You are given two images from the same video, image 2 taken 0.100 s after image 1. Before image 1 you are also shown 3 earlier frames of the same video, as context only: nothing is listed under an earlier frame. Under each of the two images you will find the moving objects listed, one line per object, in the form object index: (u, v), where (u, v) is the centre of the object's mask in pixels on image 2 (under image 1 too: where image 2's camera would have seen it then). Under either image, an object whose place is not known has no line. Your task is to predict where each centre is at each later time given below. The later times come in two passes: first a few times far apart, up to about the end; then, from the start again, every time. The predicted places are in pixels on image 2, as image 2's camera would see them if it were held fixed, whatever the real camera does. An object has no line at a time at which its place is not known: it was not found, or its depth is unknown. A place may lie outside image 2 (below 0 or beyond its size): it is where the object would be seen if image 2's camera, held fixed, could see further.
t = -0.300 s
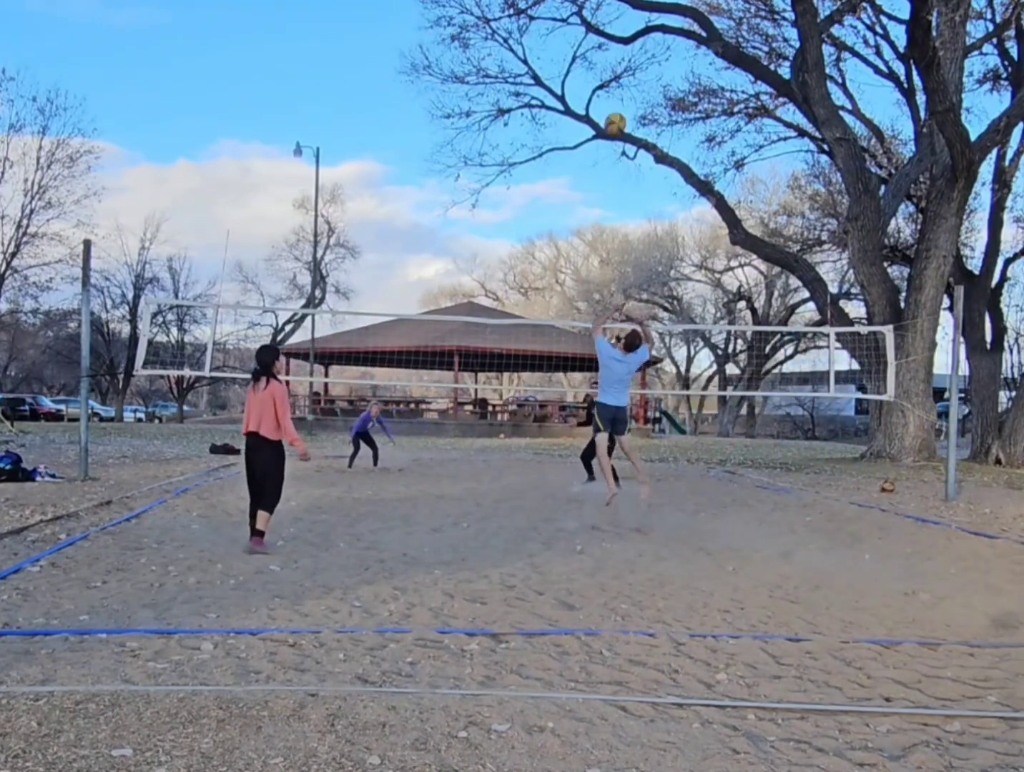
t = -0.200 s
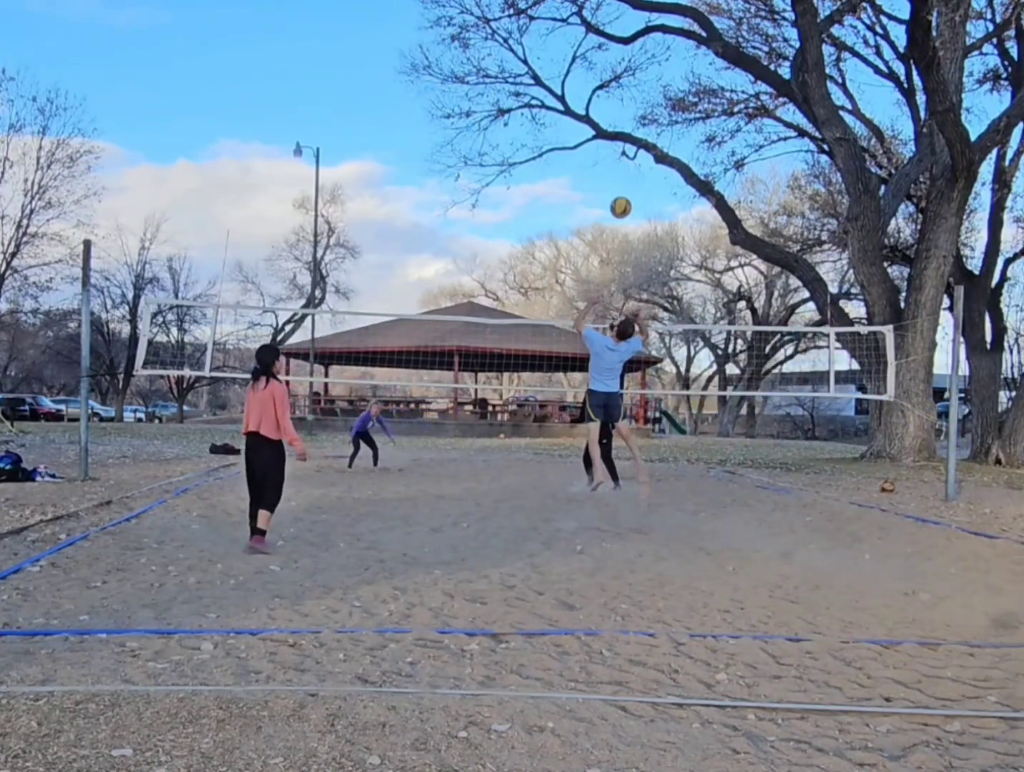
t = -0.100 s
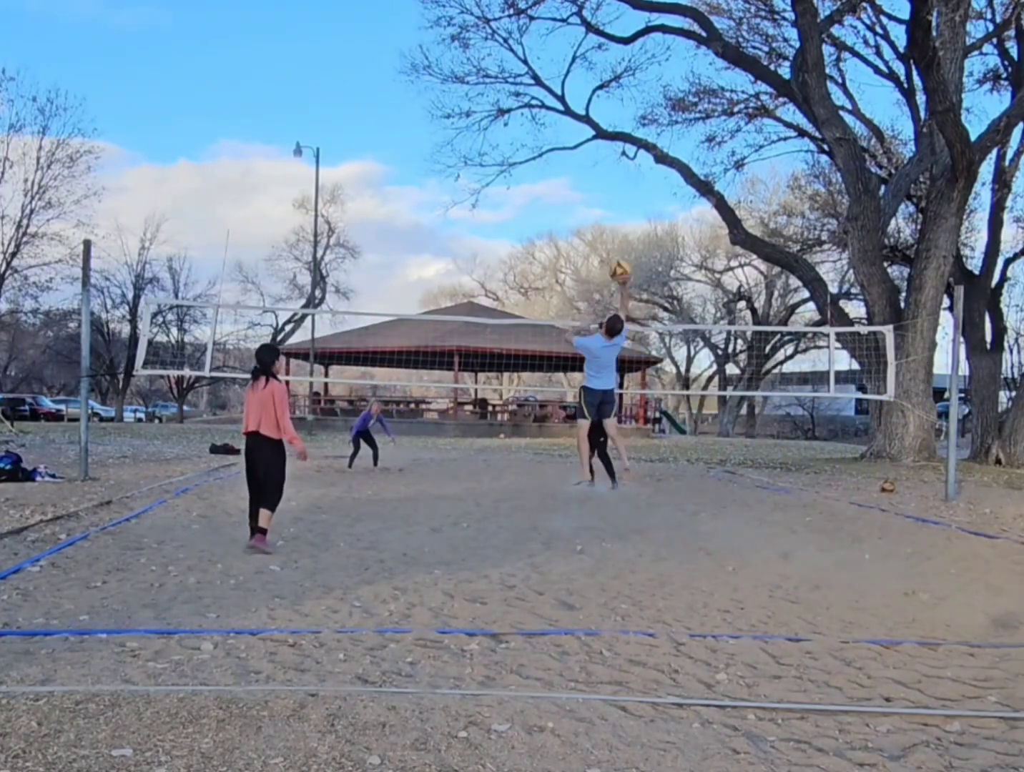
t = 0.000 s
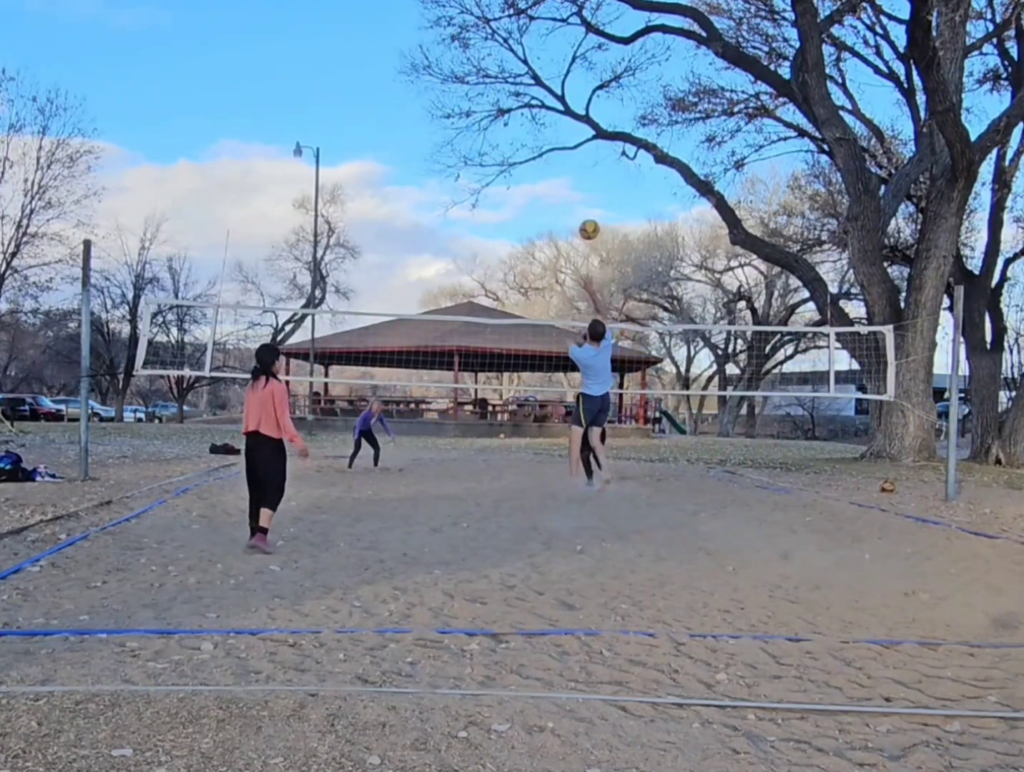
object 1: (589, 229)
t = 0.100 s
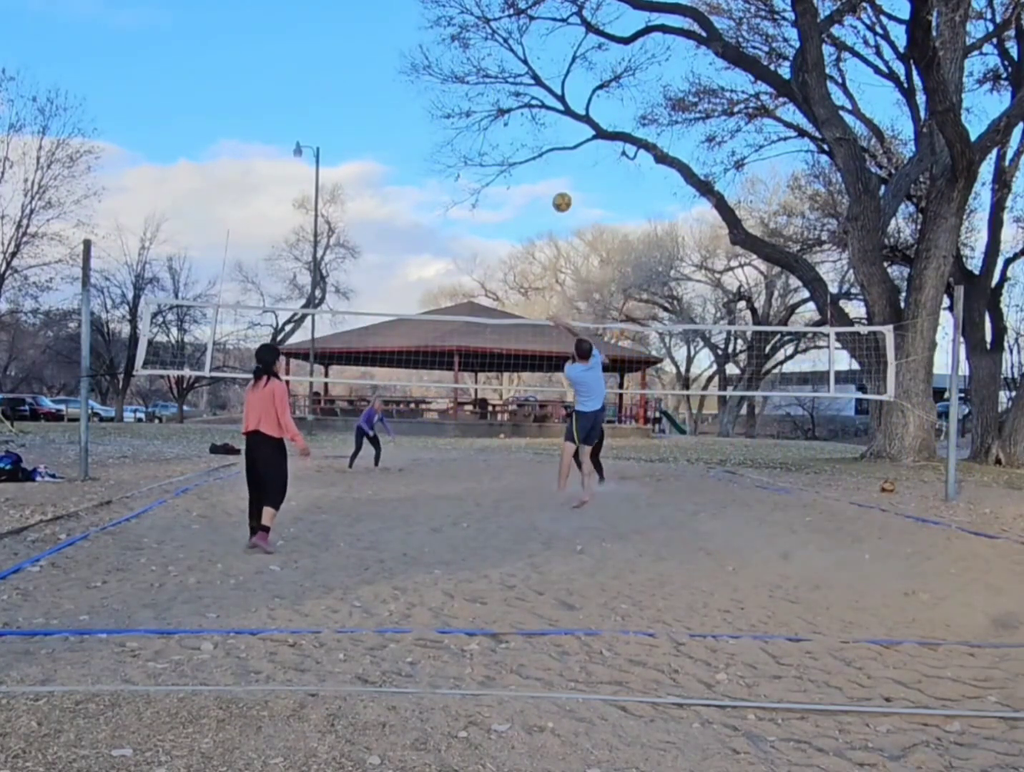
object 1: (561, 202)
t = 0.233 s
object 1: (529, 184)
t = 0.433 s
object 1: (486, 189)
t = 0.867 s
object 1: (413, 288)
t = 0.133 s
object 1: (553, 196)
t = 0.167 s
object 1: (545, 191)
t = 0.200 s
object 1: (537, 187)
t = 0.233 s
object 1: (529, 184)
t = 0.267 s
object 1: (521, 183)
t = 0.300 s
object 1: (514, 182)
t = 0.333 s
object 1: (506, 182)
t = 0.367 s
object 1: (500, 183)
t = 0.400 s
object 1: (492, 185)
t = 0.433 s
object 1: (486, 189)
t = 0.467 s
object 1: (479, 192)
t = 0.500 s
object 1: (473, 197)
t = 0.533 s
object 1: (467, 202)
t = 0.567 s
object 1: (461, 208)
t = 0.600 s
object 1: (455, 214)
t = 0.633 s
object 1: (449, 221)
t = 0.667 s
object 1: (444, 230)
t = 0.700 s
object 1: (438, 238)
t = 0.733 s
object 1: (433, 247)
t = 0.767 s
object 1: (428, 256)
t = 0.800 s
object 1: (423, 267)
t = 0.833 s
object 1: (418, 278)
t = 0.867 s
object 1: (413, 288)
